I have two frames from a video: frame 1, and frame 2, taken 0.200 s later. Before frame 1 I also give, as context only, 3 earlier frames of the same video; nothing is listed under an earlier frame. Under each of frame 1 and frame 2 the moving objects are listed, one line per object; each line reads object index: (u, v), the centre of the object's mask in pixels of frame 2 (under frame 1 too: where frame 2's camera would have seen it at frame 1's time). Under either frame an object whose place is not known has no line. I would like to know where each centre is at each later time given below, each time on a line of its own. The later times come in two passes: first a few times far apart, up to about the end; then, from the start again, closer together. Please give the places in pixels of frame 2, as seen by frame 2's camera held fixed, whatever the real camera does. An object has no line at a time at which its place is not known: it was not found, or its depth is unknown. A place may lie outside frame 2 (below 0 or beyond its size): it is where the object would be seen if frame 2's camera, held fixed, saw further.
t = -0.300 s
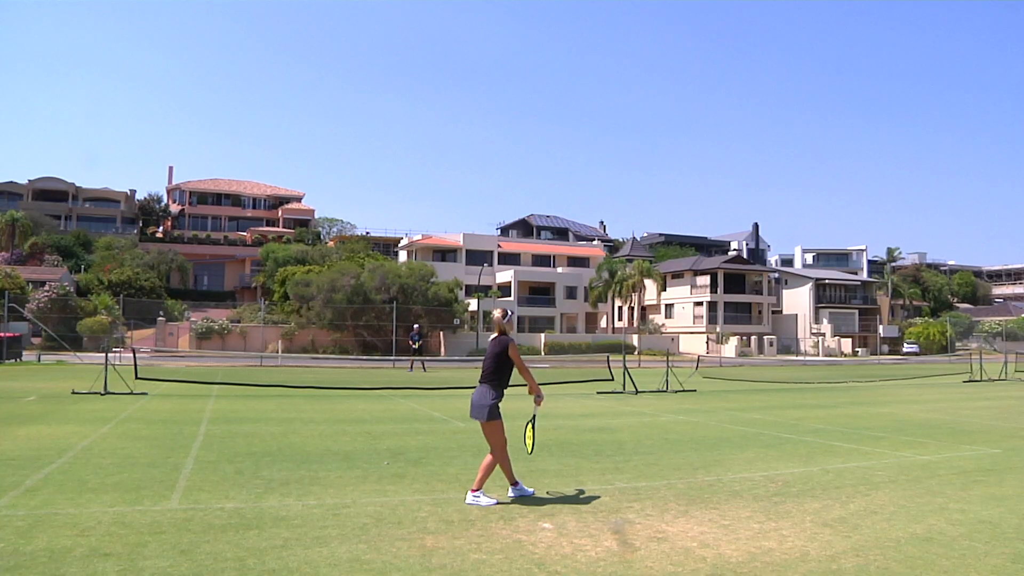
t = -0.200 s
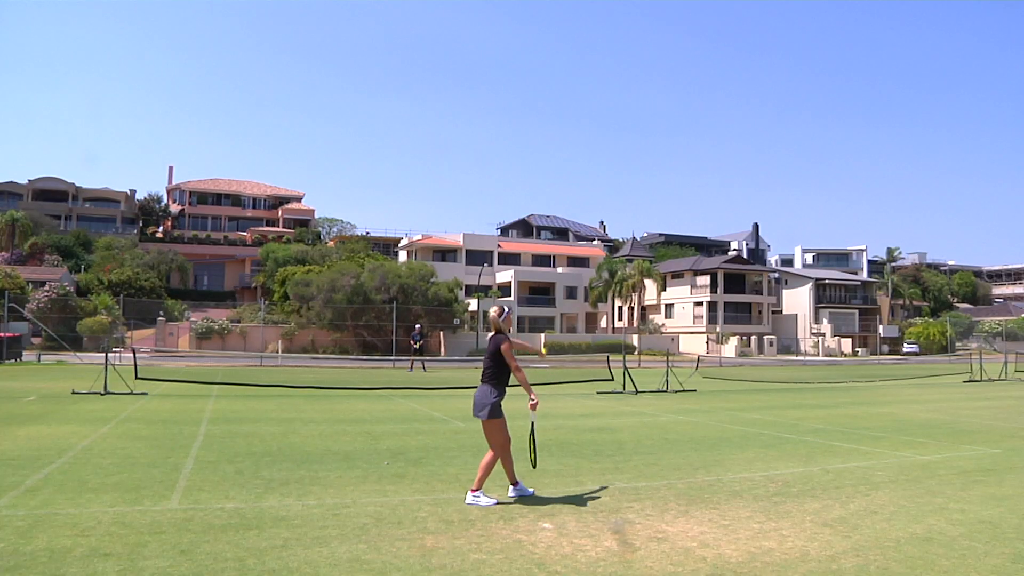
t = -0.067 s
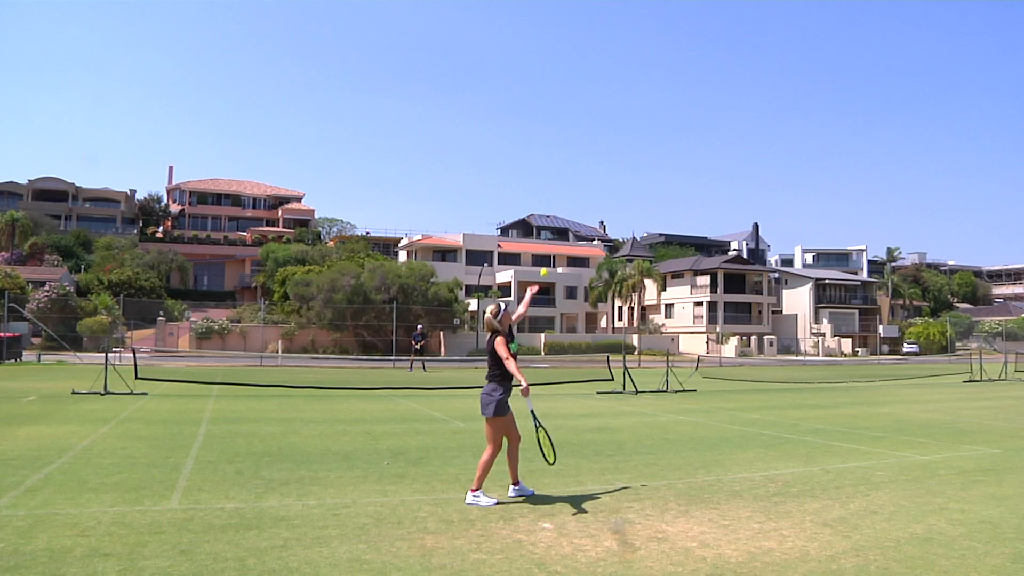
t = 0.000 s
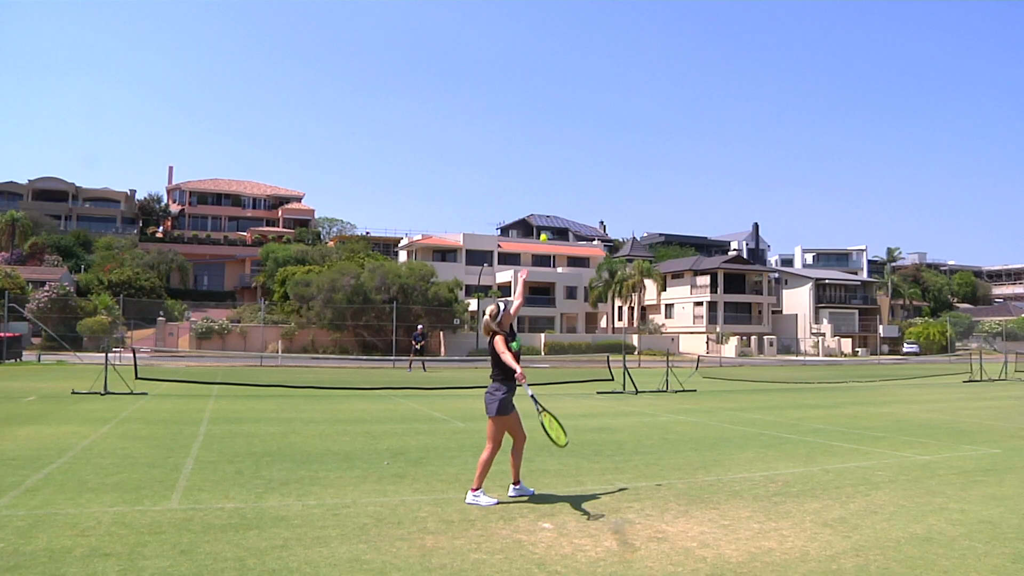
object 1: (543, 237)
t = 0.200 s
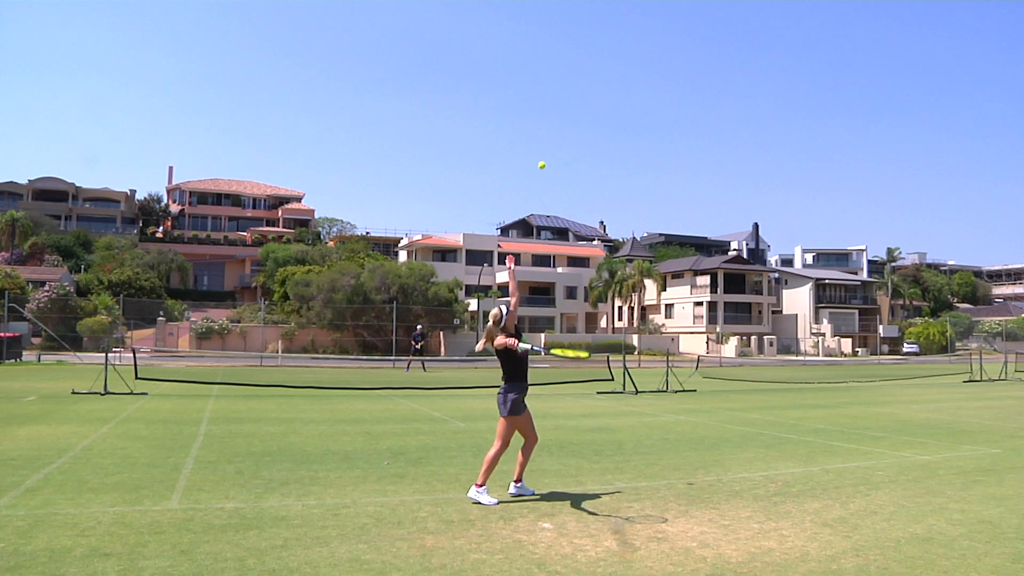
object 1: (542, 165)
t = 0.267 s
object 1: (541, 150)
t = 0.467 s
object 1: (539, 132)
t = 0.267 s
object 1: (541, 150)
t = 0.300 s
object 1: (541, 144)
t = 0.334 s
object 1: (540, 140)
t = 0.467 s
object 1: (539, 132)
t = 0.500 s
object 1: (539, 132)
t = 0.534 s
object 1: (538, 134)
